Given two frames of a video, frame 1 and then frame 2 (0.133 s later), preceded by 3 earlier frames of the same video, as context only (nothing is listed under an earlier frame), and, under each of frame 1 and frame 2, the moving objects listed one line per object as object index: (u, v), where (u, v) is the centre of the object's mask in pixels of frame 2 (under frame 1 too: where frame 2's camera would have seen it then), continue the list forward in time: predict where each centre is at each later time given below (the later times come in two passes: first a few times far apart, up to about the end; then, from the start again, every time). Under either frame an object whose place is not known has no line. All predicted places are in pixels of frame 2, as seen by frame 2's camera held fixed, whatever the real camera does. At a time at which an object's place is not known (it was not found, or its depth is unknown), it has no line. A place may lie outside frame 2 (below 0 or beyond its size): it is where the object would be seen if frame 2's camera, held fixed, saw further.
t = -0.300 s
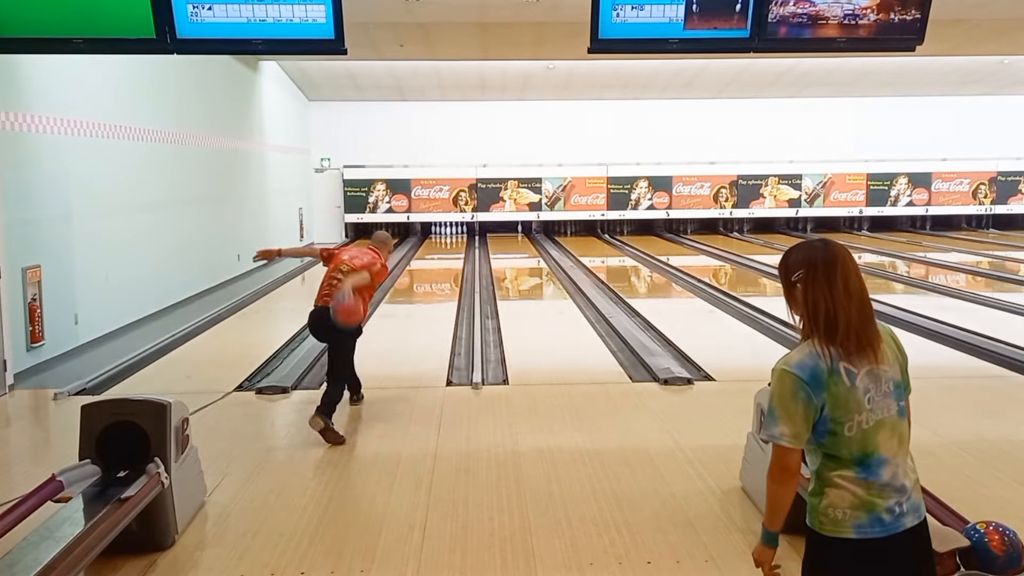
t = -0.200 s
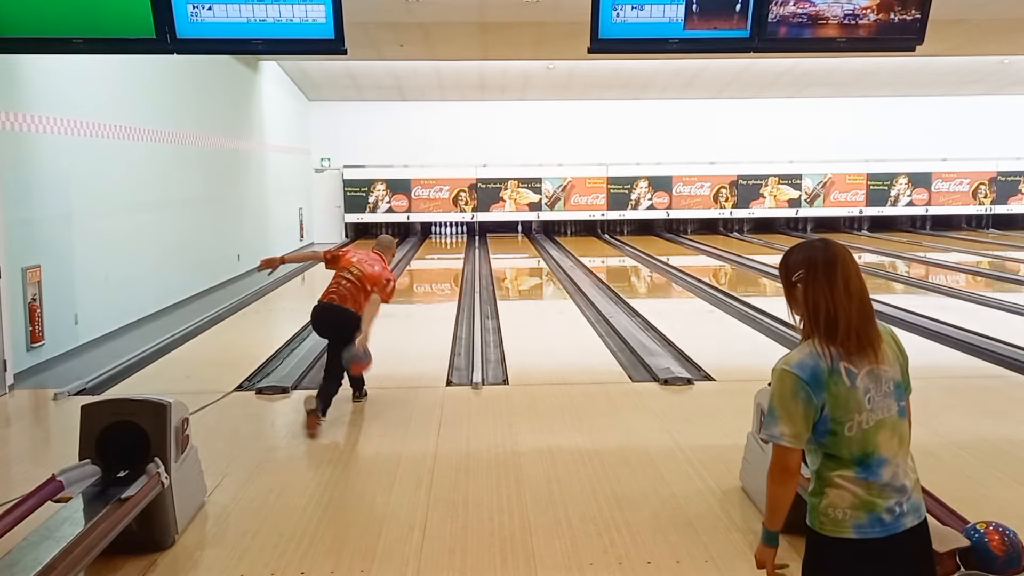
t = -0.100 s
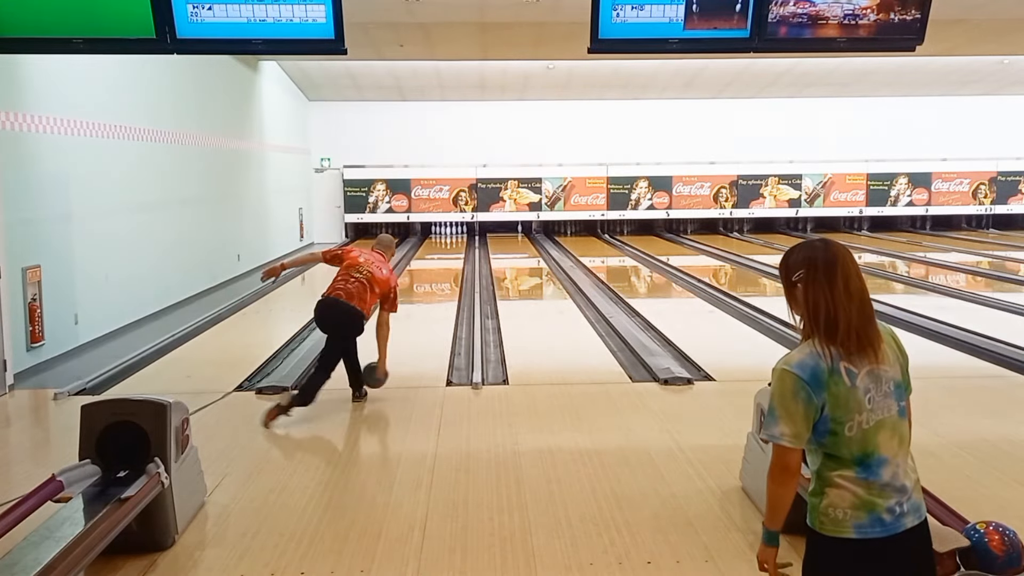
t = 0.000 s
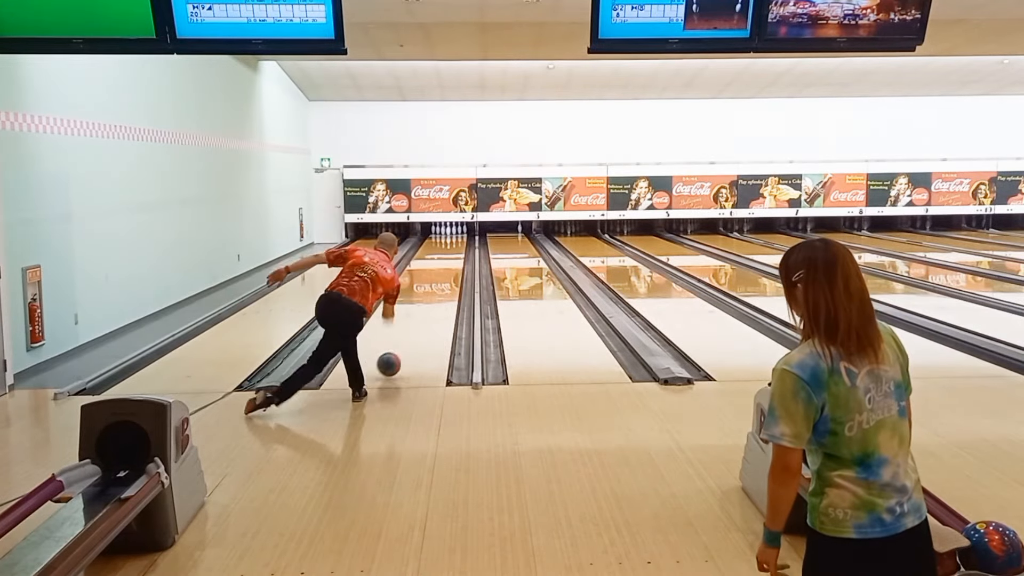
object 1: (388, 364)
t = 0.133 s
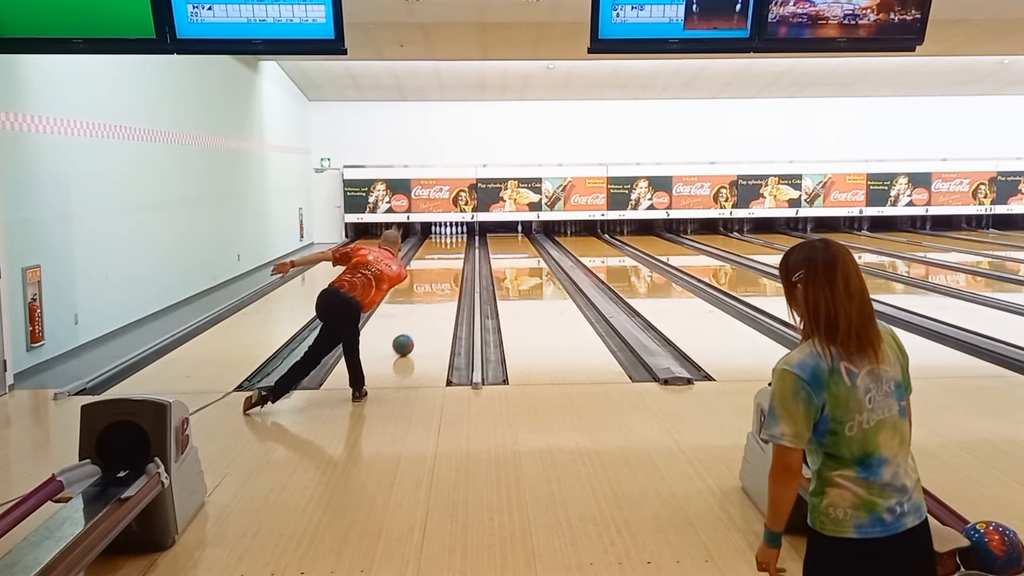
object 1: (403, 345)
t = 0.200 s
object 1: (408, 336)
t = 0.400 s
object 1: (423, 314)
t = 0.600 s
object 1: (434, 298)
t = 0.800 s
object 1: (442, 285)
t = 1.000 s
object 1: (449, 274)
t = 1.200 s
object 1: (454, 265)
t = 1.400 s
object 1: (457, 258)
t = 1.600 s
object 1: (459, 252)
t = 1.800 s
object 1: (459, 246)
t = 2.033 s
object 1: (458, 242)
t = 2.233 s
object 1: (456, 238)
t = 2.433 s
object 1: (453, 236)
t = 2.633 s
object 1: (447, 231)
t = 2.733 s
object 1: (450, 231)
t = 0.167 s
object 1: (406, 340)
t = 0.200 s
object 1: (408, 336)
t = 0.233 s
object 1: (411, 332)
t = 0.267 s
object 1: (414, 328)
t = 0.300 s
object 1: (416, 324)
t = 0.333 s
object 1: (419, 321)
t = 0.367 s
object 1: (421, 318)
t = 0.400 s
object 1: (423, 314)
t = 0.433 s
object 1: (425, 311)
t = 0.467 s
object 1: (427, 308)
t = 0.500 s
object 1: (429, 305)
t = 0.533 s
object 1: (431, 302)
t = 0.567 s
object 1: (433, 300)
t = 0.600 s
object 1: (434, 298)
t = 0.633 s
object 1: (436, 295)
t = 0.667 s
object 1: (437, 292)
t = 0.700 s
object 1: (438, 290)
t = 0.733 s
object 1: (440, 288)
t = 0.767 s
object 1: (441, 286)
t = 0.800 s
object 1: (442, 285)
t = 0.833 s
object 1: (443, 282)
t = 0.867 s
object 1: (445, 281)
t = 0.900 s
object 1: (446, 279)
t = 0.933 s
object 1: (447, 277)
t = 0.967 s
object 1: (448, 275)
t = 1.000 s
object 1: (449, 274)
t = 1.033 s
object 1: (450, 272)
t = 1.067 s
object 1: (451, 270)
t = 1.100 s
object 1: (452, 269)
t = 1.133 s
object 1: (452, 268)
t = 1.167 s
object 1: (453, 266)
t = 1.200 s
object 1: (454, 265)
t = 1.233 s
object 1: (454, 264)
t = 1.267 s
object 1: (455, 263)
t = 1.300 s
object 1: (455, 261)
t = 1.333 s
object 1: (456, 260)
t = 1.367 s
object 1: (456, 259)
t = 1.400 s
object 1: (457, 258)
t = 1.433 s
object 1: (457, 257)
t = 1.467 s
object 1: (457, 256)
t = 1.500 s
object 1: (458, 254)
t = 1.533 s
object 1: (458, 254)
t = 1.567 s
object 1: (459, 253)
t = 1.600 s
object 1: (459, 252)
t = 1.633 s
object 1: (459, 251)
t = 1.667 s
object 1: (459, 249)
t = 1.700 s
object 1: (459, 248)
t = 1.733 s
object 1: (459, 248)
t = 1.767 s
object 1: (459, 247)
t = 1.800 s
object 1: (459, 246)
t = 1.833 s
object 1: (459, 245)
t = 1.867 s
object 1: (459, 244)
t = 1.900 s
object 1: (458, 244)
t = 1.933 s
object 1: (458, 243)
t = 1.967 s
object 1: (459, 243)
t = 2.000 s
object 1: (458, 242)
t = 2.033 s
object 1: (458, 242)
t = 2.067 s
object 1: (459, 241)
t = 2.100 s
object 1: (457, 240)
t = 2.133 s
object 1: (457, 240)
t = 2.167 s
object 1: (456, 240)
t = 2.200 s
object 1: (457, 239)
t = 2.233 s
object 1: (456, 238)
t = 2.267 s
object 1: (455, 239)
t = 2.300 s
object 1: (454, 239)
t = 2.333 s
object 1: (454, 237)
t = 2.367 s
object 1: (453, 238)
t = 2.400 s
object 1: (453, 237)
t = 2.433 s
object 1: (453, 236)
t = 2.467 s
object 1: (452, 235)
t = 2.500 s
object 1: (451, 235)
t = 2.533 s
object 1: (451, 234)
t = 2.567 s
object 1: (450, 234)
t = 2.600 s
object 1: (450, 233)
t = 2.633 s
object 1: (447, 231)
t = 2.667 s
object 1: (448, 233)
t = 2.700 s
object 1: (449, 232)
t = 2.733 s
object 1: (450, 231)
